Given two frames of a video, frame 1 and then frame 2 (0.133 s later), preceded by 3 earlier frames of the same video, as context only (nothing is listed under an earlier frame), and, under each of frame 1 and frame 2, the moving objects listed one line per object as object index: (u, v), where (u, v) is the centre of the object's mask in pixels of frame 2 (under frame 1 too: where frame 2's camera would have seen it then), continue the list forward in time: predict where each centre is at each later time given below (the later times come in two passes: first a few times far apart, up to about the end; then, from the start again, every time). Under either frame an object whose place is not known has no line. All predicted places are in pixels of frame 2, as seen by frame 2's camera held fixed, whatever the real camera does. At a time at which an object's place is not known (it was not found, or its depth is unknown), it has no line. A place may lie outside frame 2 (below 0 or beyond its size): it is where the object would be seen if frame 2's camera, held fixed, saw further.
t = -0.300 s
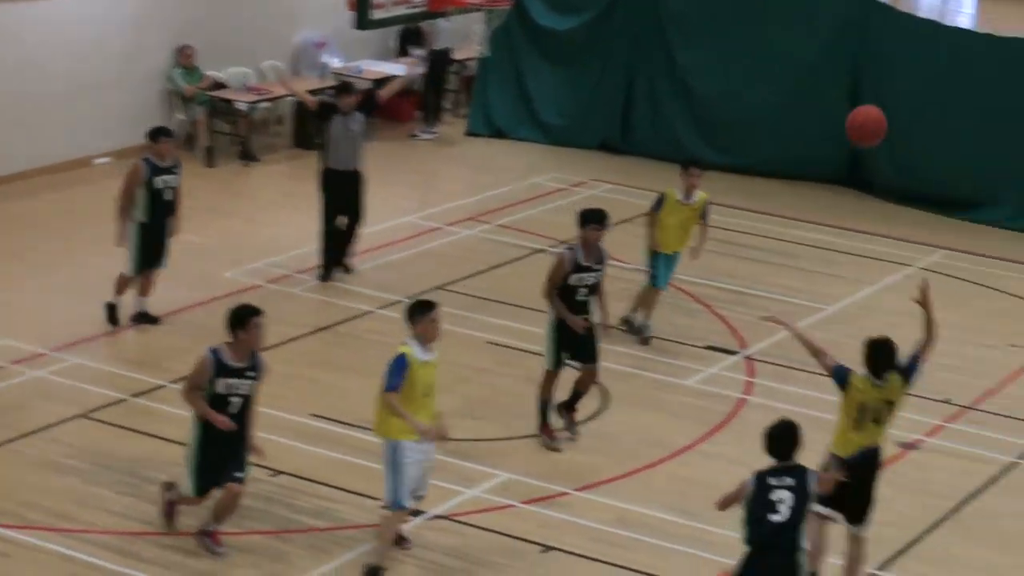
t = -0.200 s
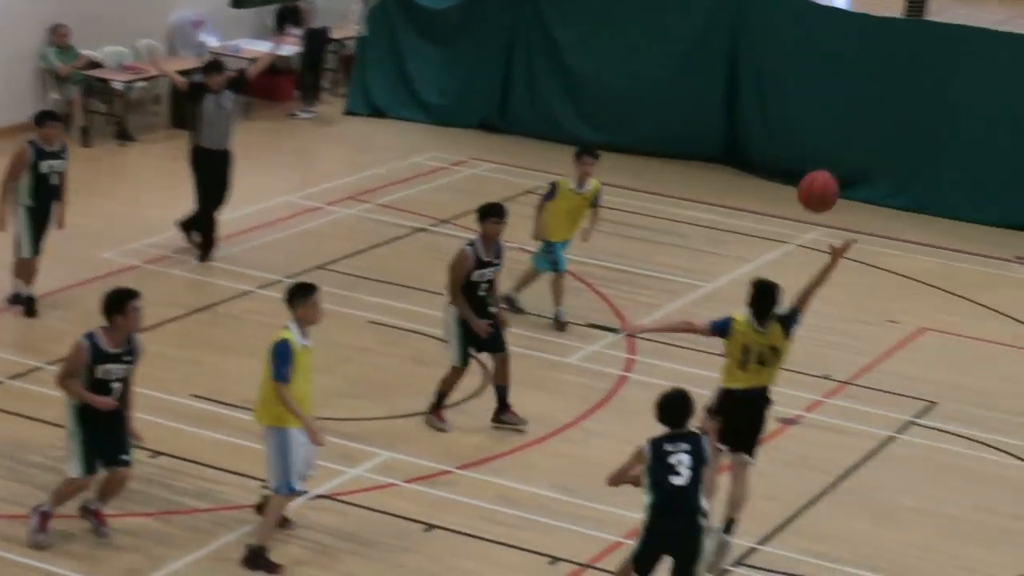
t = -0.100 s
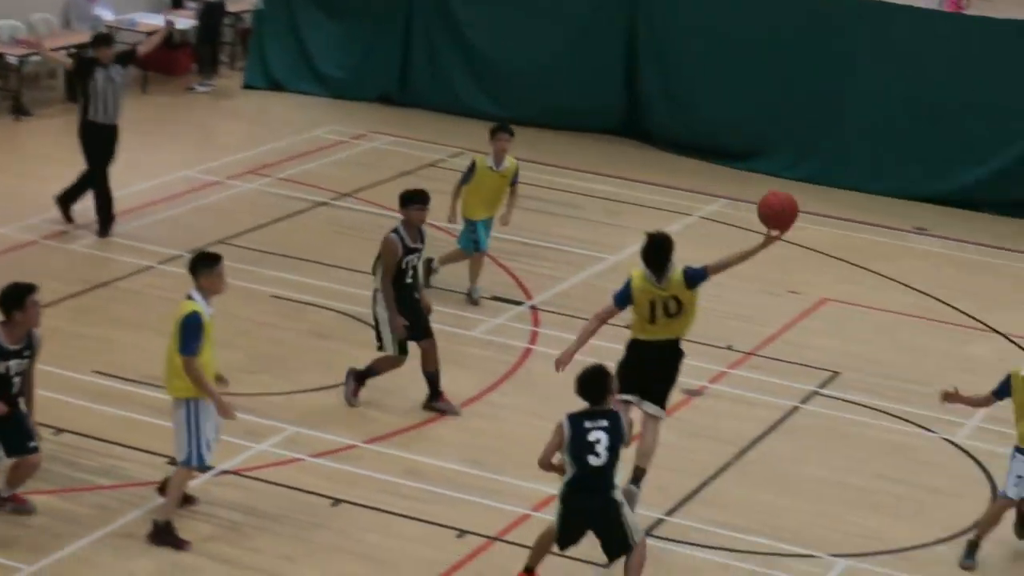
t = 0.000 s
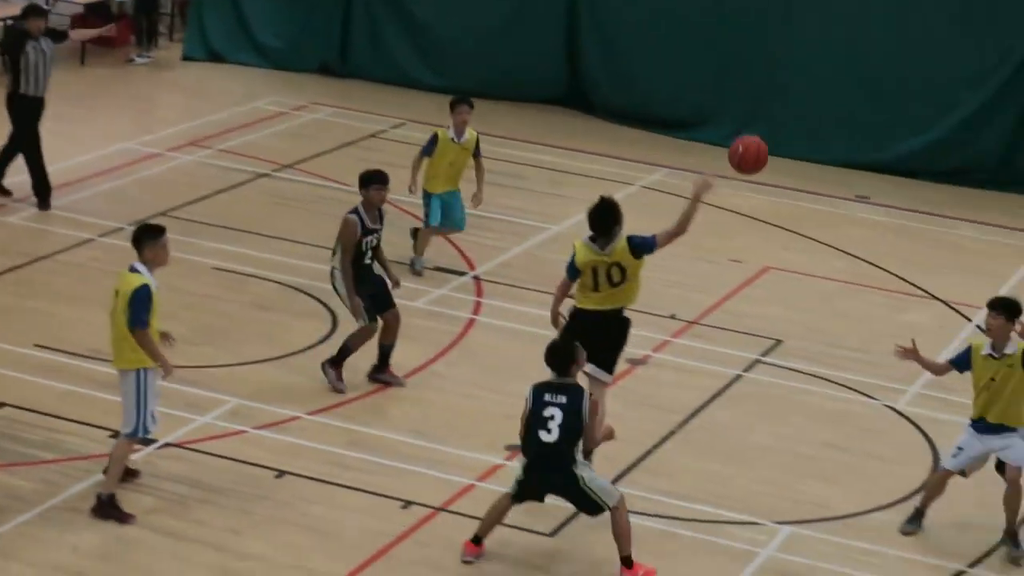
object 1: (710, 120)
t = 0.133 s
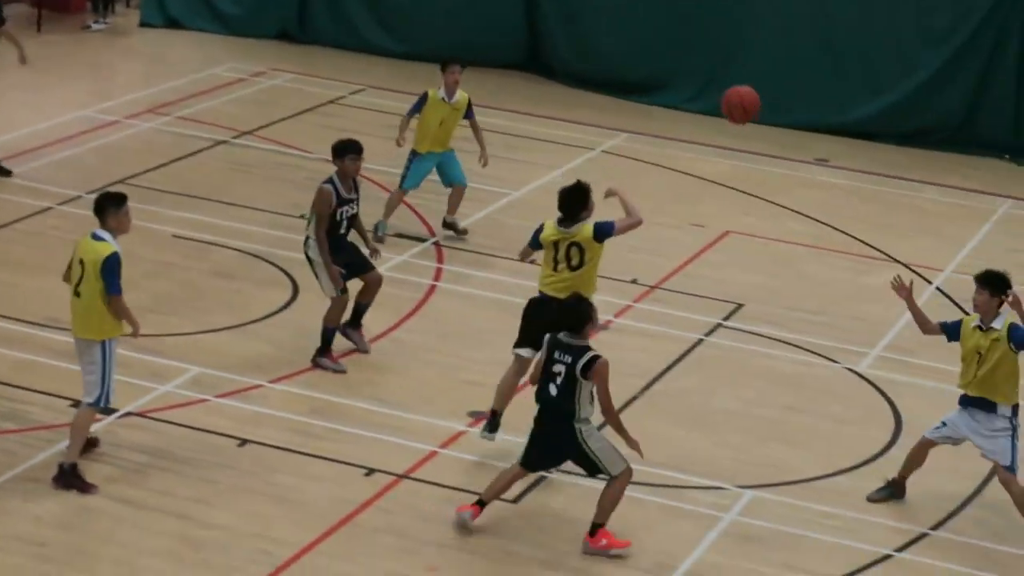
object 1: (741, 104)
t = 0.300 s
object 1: (770, 122)
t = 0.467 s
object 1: (795, 180)
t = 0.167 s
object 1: (747, 105)
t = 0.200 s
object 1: (753, 106)
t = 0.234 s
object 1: (759, 110)
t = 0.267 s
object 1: (765, 115)
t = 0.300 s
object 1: (770, 122)
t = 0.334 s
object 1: (776, 131)
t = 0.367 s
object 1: (782, 141)
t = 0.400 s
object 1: (786, 153)
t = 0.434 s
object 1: (791, 165)
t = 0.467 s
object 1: (795, 180)
